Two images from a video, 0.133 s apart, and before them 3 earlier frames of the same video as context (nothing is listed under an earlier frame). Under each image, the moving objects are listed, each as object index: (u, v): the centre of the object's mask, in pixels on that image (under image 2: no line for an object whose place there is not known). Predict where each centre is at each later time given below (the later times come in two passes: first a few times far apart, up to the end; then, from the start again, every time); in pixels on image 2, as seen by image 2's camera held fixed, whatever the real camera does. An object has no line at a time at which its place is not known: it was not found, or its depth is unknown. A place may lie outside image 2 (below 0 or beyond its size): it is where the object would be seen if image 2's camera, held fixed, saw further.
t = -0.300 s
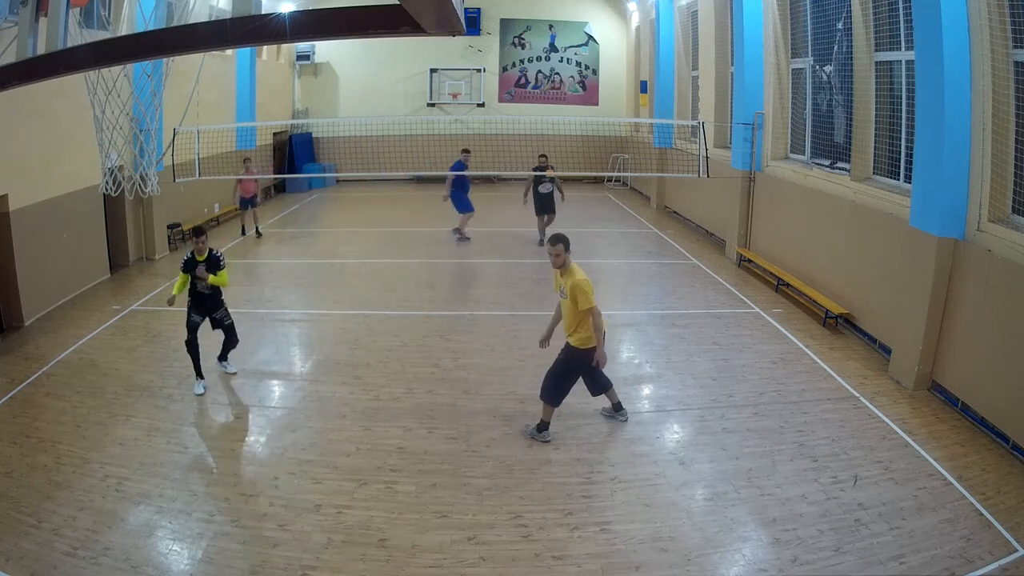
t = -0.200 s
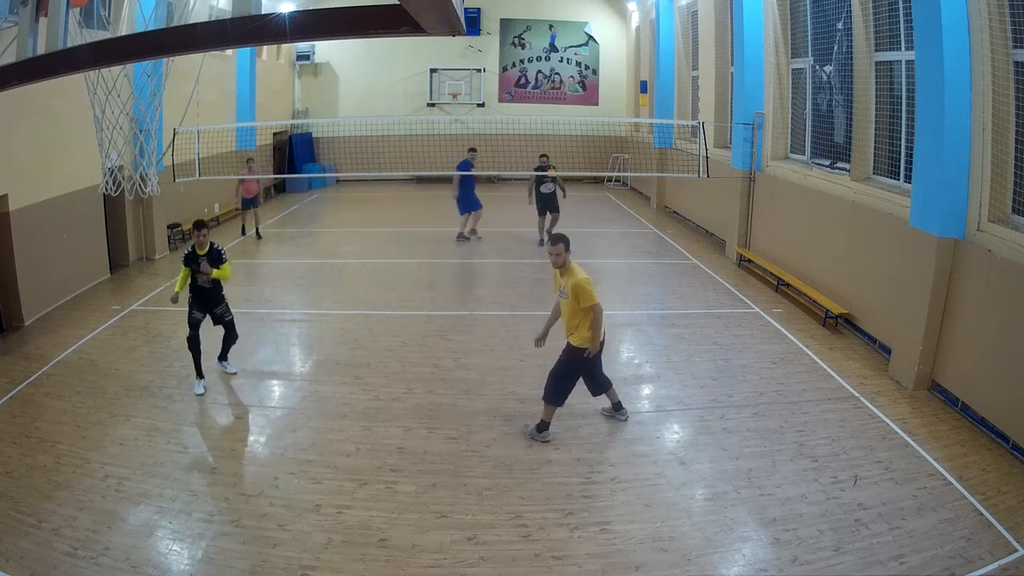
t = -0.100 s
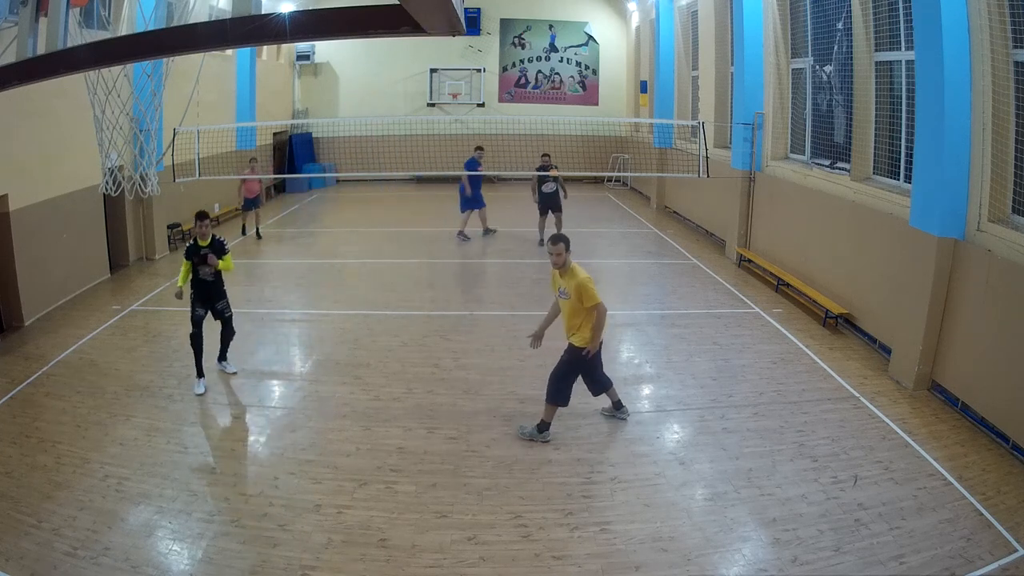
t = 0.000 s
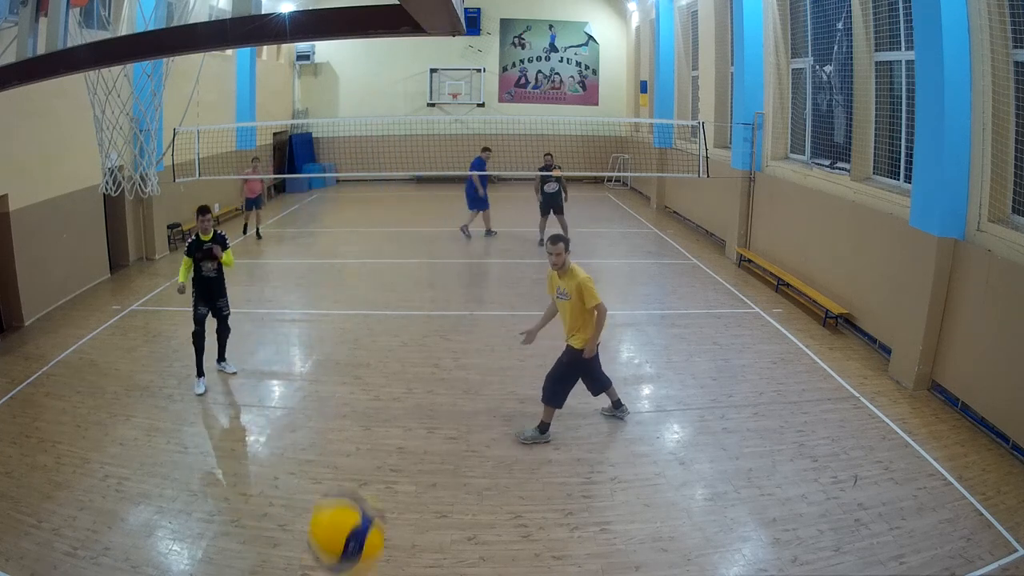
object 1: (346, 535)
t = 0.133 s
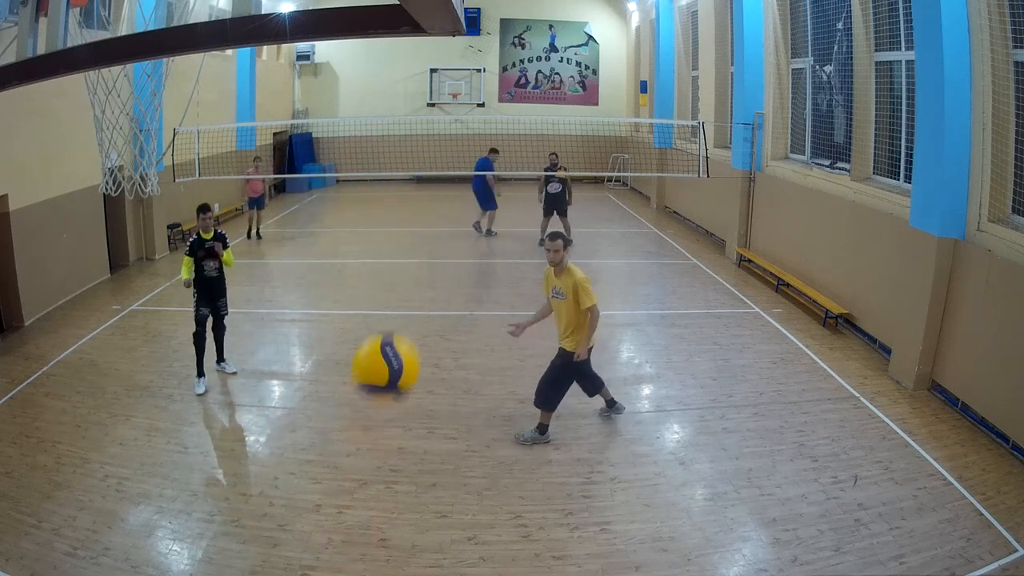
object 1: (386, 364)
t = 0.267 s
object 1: (419, 277)
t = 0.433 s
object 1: (451, 251)
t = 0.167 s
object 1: (395, 337)
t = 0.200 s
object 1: (403, 313)
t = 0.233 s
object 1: (412, 292)
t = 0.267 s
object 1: (419, 277)
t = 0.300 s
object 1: (426, 267)
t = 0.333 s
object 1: (434, 259)
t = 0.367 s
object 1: (440, 254)
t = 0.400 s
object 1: (445, 251)
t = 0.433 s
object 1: (451, 251)
